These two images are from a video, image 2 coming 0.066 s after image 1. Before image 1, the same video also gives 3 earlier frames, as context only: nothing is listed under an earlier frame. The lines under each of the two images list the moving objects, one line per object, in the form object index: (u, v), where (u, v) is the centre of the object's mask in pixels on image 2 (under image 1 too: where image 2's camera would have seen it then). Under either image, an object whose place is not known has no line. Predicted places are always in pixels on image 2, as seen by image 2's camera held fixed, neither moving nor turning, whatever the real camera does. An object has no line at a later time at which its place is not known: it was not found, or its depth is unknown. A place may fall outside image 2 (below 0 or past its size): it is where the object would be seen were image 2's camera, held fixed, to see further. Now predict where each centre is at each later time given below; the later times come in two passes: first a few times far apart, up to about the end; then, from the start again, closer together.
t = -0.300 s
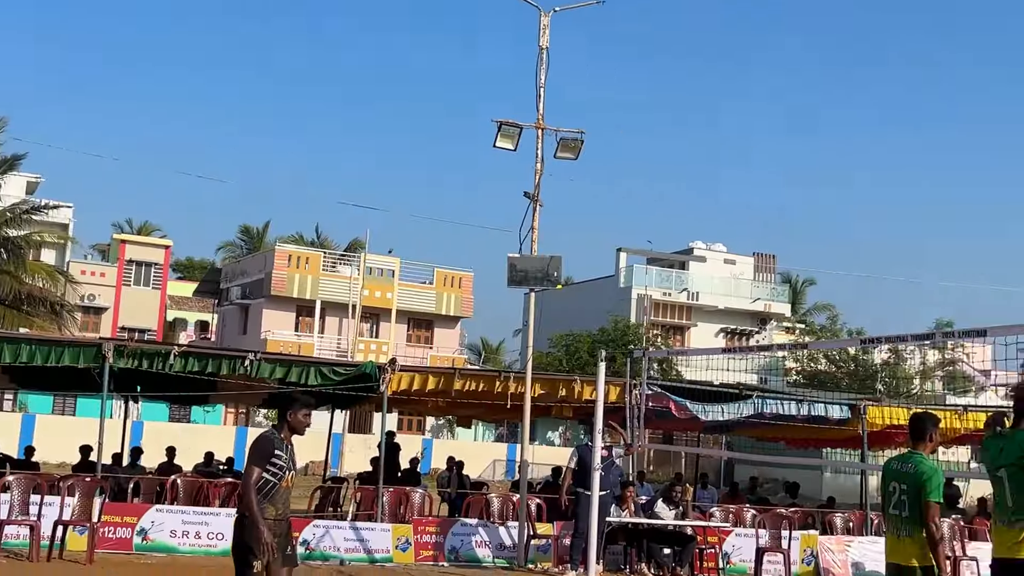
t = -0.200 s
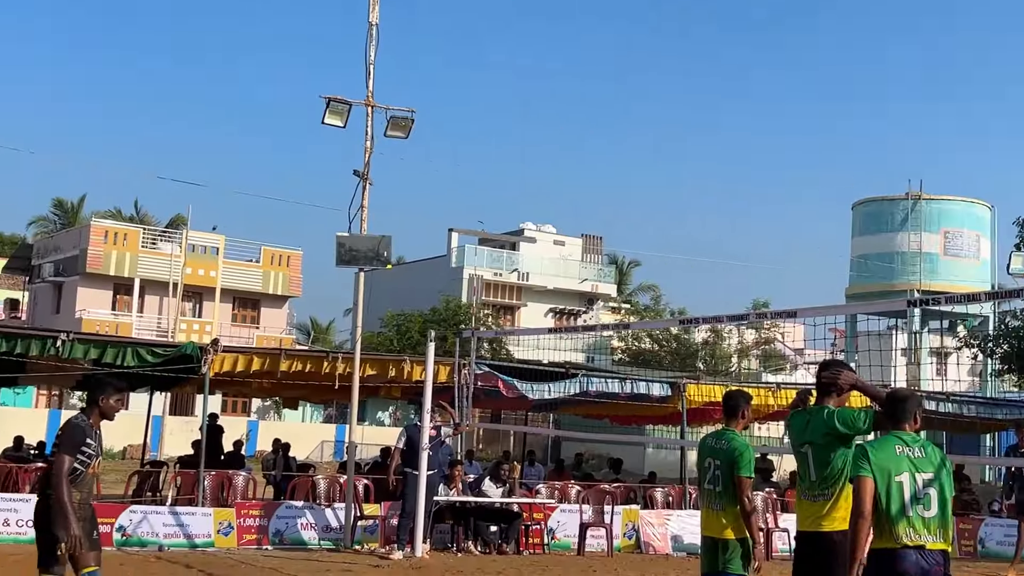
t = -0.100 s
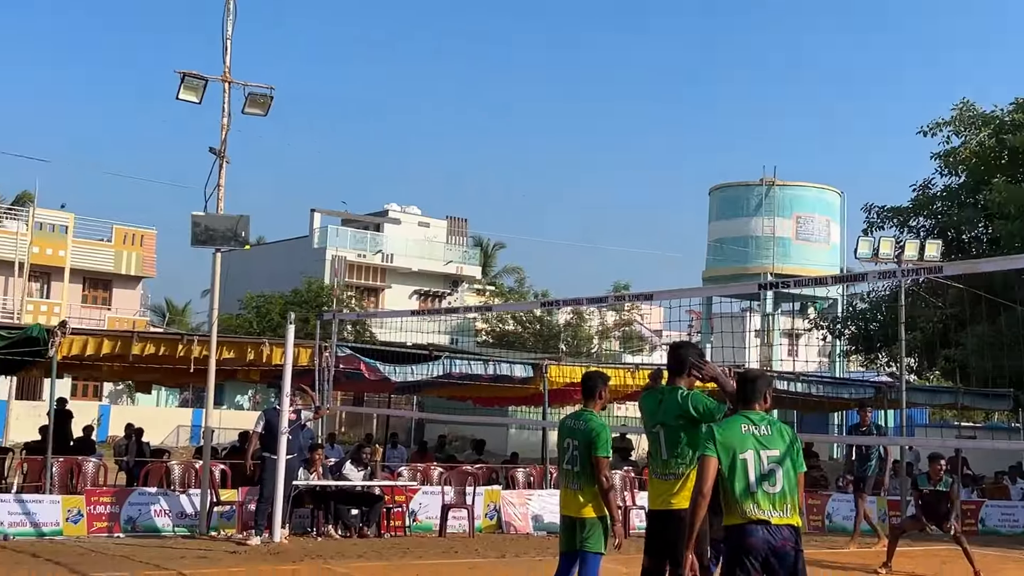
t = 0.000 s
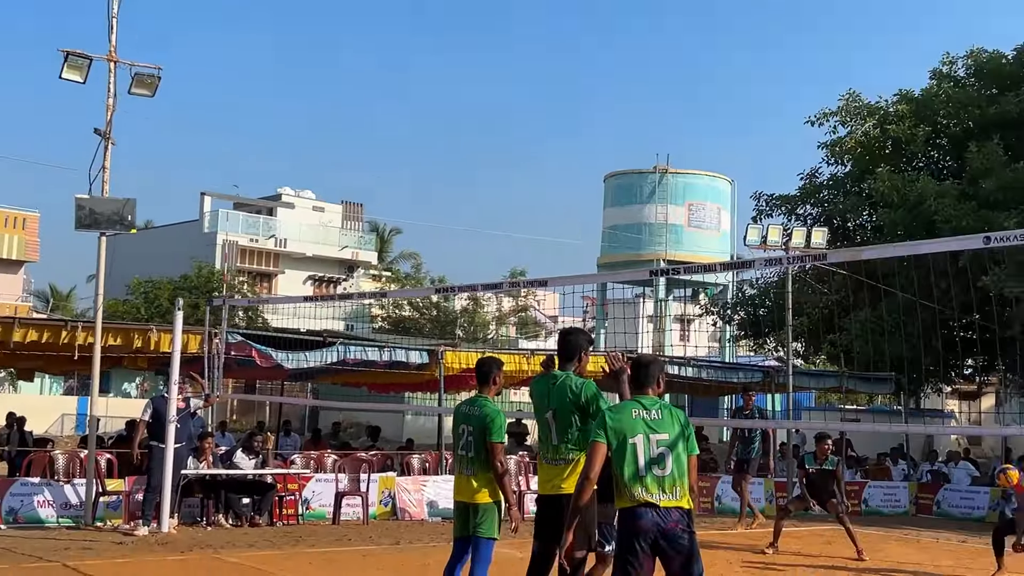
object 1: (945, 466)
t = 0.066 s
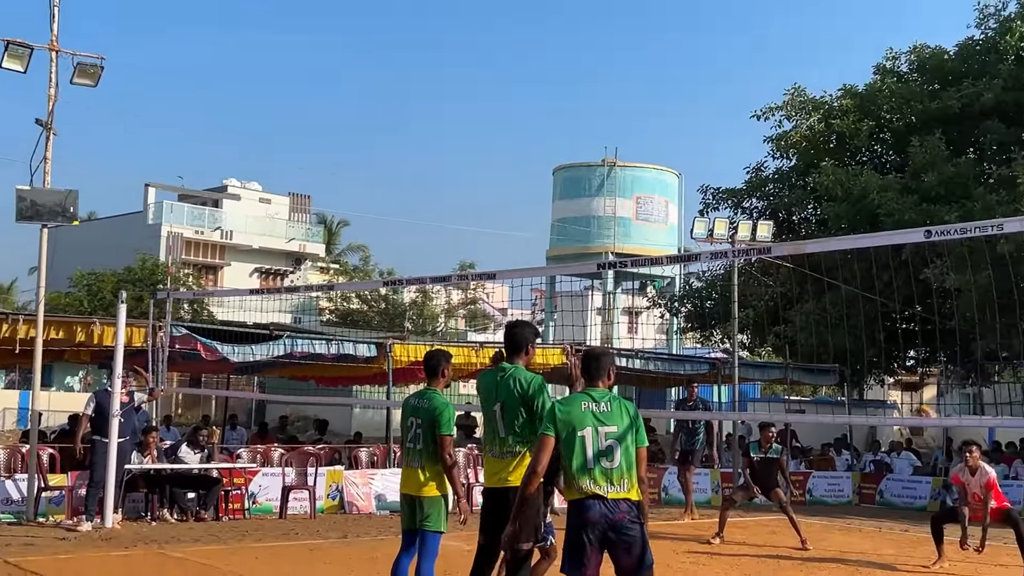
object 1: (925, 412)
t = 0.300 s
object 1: (840, 276)
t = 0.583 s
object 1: (730, 173)
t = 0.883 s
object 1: (605, 153)
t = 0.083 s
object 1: (920, 405)
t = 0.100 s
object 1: (911, 392)
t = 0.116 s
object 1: (908, 382)
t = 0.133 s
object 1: (902, 372)
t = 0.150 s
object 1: (895, 361)
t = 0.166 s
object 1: (890, 350)
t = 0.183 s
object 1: (883, 341)
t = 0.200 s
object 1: (877, 330)
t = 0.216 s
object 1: (871, 320)
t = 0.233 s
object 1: (865, 311)
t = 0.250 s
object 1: (859, 302)
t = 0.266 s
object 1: (853, 292)
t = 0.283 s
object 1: (846, 283)
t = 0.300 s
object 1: (840, 276)
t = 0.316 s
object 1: (834, 267)
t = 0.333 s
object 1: (828, 261)
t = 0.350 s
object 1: (822, 257)
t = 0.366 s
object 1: (815, 237)
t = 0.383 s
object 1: (809, 234)
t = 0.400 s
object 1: (802, 230)
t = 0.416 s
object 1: (797, 225)
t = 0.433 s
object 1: (789, 218)
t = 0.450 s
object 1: (783, 212)
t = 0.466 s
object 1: (777, 206)
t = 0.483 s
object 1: (770, 200)
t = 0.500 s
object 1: (764, 195)
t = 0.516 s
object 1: (757, 189)
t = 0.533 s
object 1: (751, 185)
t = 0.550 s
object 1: (745, 181)
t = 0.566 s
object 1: (737, 177)
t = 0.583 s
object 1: (730, 173)
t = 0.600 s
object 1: (723, 169)
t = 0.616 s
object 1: (717, 166)
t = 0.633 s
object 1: (710, 163)
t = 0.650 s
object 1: (704, 160)
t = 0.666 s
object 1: (697, 158)
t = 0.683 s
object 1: (690, 156)
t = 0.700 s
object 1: (683, 154)
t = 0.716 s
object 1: (676, 152)
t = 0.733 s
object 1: (669, 151)
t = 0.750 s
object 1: (662, 150)
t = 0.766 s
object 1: (655, 149)
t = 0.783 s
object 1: (648, 149)
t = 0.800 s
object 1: (641, 149)
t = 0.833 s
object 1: (627, 149)
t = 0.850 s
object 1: (620, 150)
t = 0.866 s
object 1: (612, 151)
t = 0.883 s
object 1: (605, 153)
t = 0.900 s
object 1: (597, 154)
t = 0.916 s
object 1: (590, 156)
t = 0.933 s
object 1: (583, 159)
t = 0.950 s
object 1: (575, 162)
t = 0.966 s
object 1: (567, 165)
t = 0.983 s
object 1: (560, 168)
